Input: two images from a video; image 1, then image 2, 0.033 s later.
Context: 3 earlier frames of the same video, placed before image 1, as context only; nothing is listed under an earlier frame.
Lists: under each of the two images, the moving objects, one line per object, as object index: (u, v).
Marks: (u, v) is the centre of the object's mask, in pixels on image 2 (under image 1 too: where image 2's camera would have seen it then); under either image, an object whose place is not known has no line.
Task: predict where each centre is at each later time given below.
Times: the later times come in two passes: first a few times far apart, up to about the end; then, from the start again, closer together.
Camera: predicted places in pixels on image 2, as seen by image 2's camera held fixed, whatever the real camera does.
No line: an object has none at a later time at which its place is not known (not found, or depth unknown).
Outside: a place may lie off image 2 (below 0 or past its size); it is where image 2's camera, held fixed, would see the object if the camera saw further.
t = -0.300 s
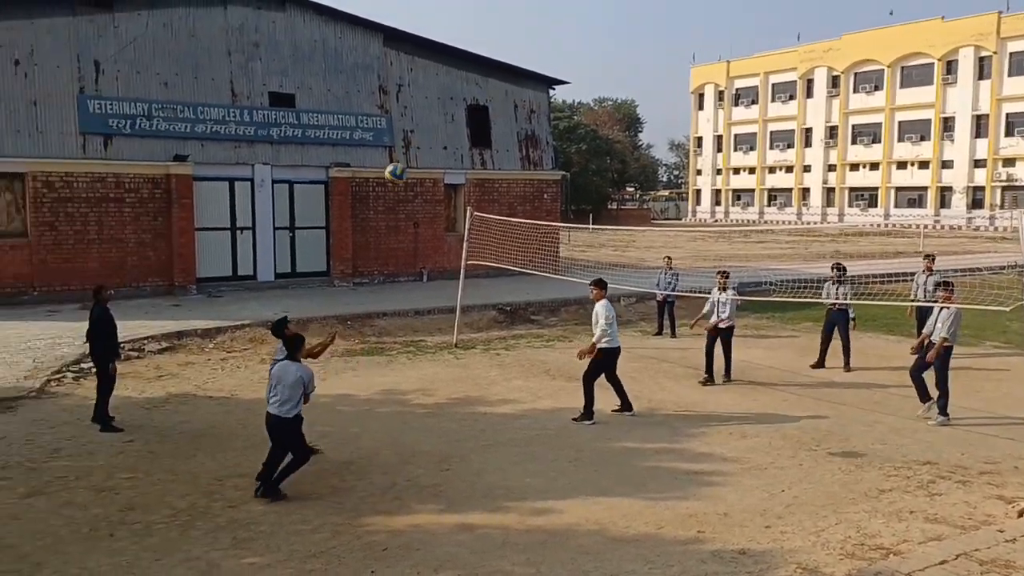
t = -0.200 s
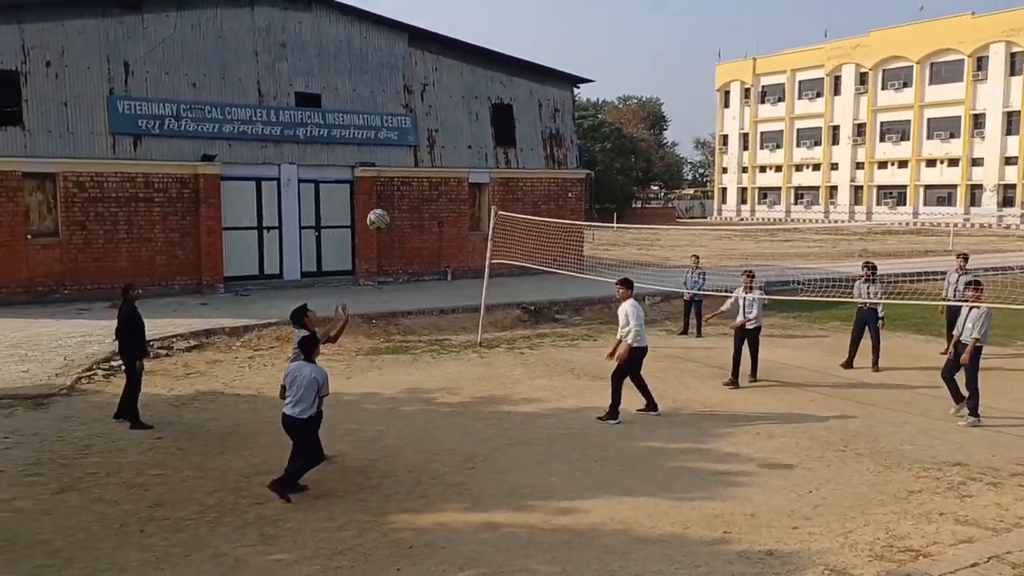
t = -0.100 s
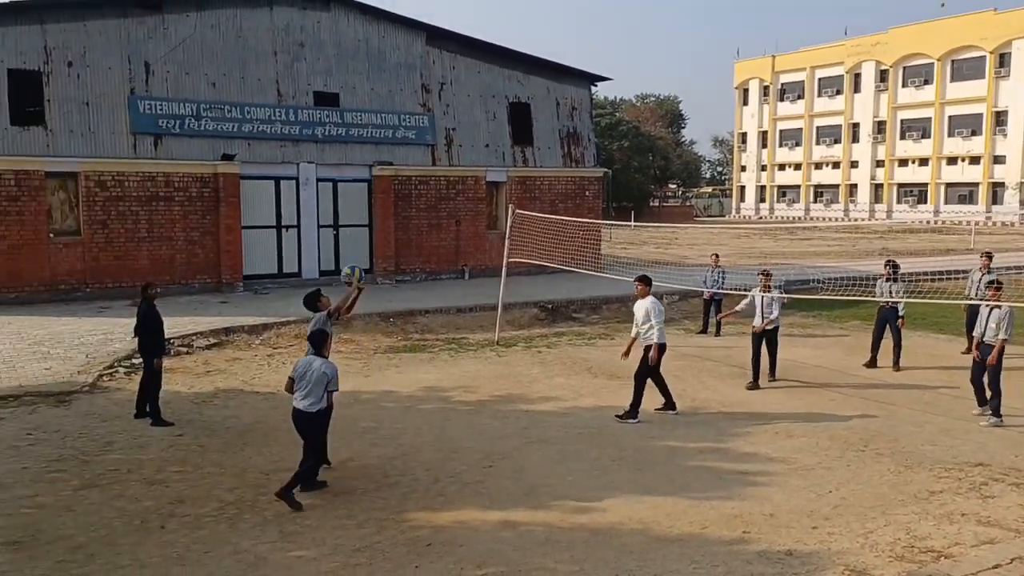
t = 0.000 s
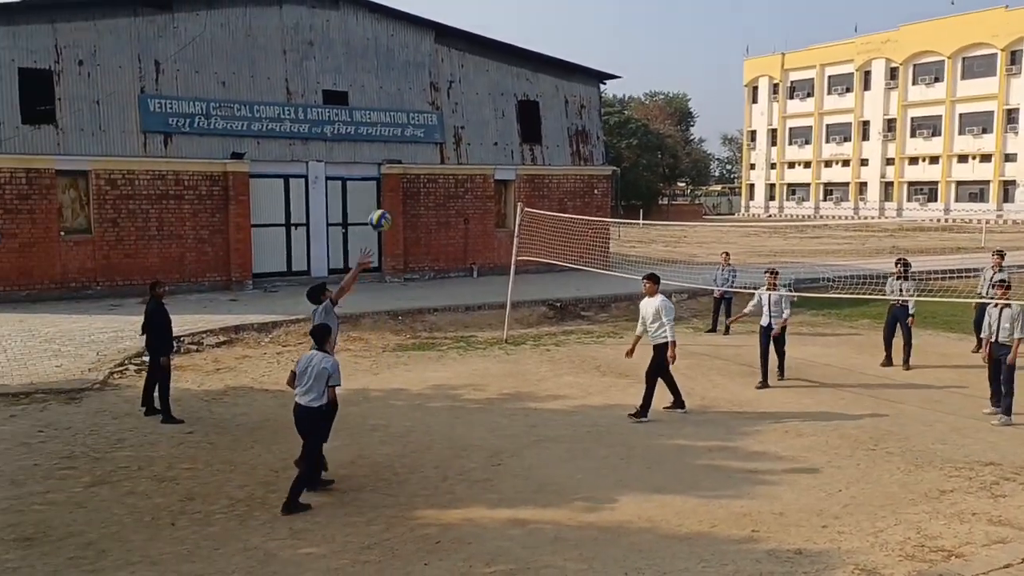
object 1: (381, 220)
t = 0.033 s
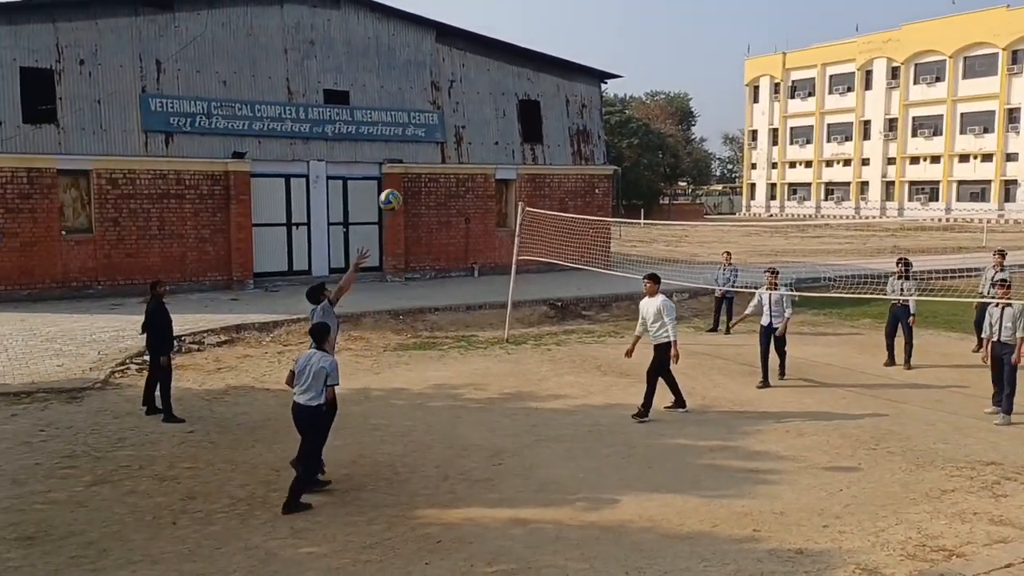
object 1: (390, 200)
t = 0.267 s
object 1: (457, 95)
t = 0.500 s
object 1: (519, 48)
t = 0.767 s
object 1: (583, 68)
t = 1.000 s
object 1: (632, 138)
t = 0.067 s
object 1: (400, 181)
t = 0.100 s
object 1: (409, 163)
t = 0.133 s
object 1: (419, 147)
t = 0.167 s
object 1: (428, 132)
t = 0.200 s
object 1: (437, 118)
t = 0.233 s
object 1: (448, 107)
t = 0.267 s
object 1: (457, 95)
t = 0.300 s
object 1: (466, 85)
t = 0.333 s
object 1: (475, 76)
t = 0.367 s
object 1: (484, 68)
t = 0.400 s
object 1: (493, 61)
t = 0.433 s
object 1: (501, 55)
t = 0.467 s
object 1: (510, 52)
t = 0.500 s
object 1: (519, 48)
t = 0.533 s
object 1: (527, 47)
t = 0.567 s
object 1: (535, 46)
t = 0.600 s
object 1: (544, 47)
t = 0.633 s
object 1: (552, 49)
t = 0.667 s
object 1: (560, 52)
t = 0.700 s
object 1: (568, 56)
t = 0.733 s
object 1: (575, 62)
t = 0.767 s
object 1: (583, 68)
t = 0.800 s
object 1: (591, 75)
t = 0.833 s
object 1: (598, 84)
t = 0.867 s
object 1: (605, 93)
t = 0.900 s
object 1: (612, 102)
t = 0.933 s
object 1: (616, 113)
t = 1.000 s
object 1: (632, 138)
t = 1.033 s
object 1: (638, 152)
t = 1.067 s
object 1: (645, 167)
